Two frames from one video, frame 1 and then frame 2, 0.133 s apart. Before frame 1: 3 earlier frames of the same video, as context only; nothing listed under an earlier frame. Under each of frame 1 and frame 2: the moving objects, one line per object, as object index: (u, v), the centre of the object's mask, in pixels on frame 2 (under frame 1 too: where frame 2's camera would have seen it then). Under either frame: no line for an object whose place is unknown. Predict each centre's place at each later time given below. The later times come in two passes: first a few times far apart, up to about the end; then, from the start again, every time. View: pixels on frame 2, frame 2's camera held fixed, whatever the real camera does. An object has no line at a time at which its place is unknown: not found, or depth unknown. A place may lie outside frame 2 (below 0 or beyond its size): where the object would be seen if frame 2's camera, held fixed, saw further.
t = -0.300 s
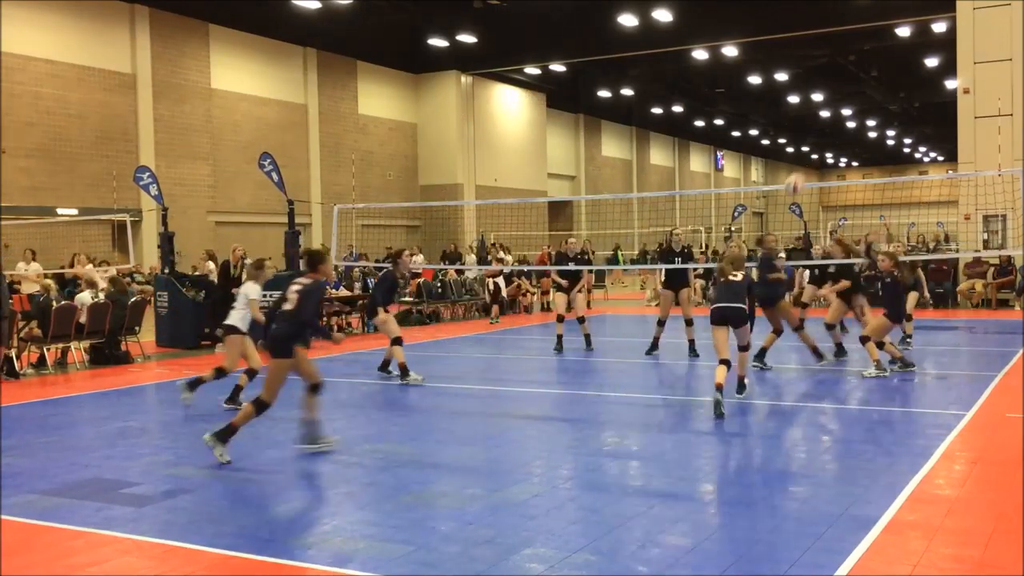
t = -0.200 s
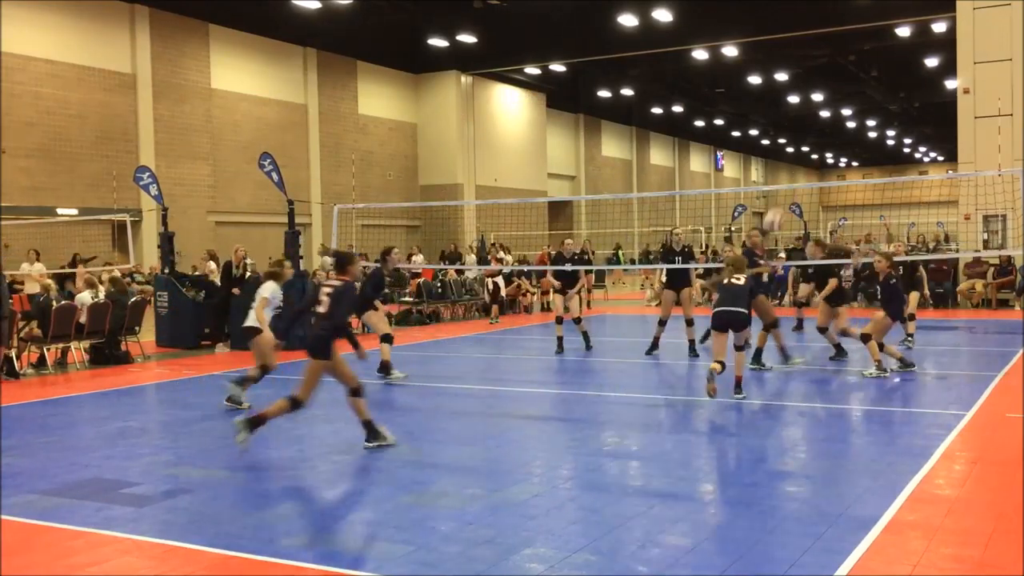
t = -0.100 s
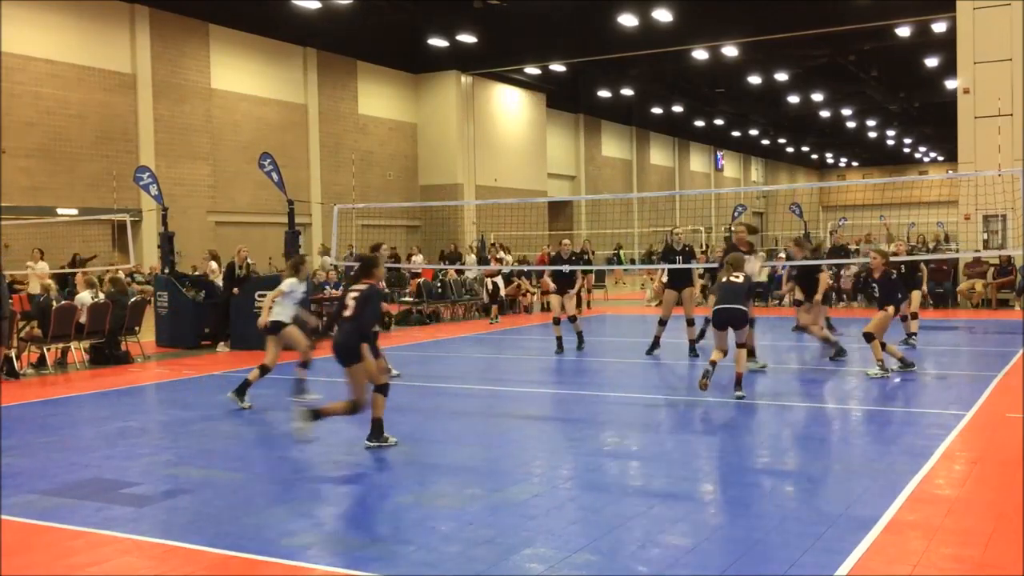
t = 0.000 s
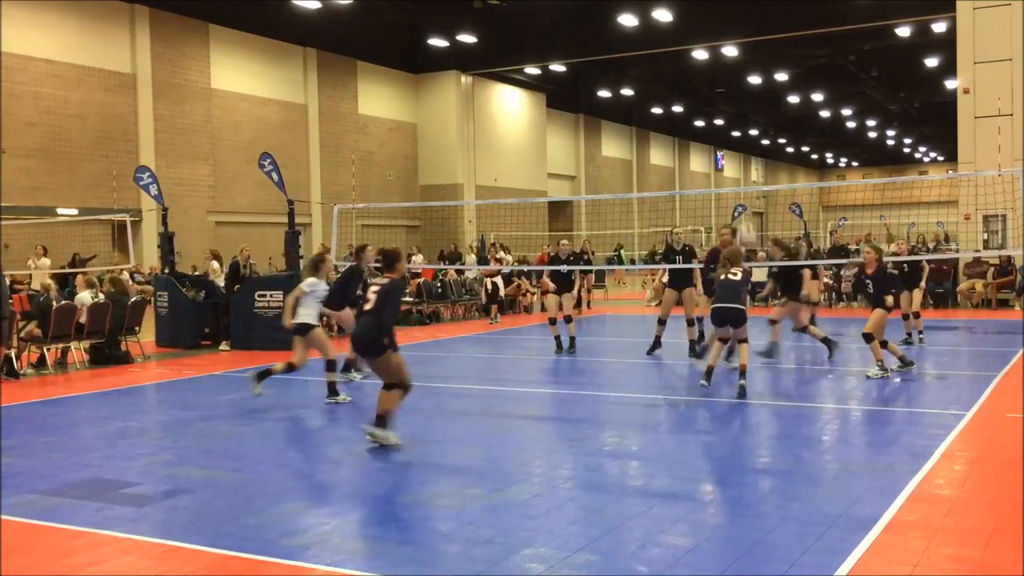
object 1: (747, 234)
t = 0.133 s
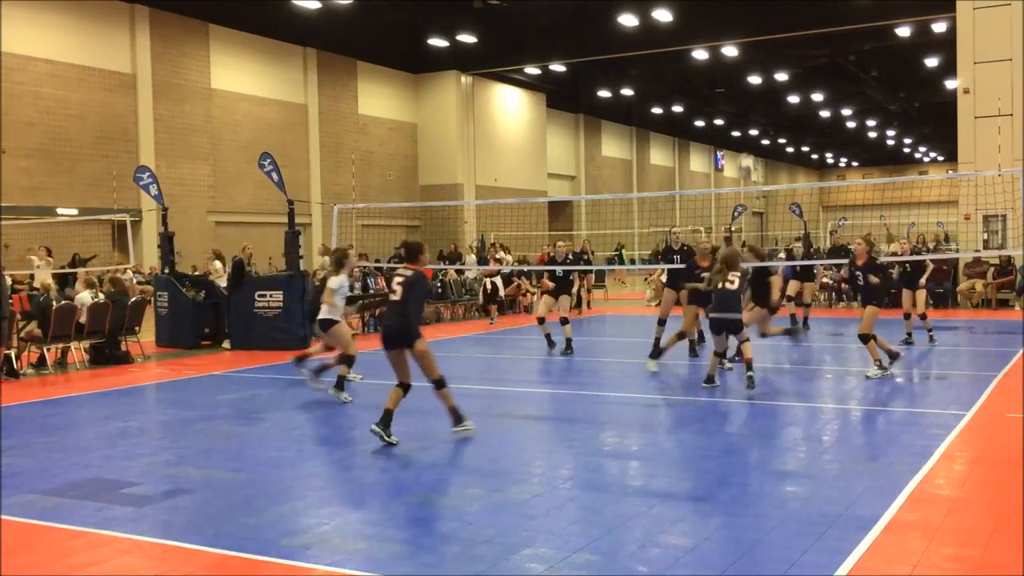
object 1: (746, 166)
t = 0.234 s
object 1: (745, 123)
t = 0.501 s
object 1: (746, 61)
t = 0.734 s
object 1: (747, 58)
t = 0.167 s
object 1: (746, 150)
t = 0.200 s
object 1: (746, 138)
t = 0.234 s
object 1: (745, 123)
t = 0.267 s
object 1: (745, 113)
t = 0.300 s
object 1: (746, 102)
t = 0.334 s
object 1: (745, 93)
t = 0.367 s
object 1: (745, 85)
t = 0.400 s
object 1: (745, 77)
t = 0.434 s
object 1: (745, 69)
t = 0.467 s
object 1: (745, 65)
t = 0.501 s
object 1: (746, 61)
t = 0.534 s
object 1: (746, 57)
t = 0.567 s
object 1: (746, 55)
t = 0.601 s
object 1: (746, 53)
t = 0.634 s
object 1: (747, 53)
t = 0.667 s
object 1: (746, 54)
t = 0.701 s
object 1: (746, 55)
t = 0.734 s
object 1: (747, 58)
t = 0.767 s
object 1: (747, 62)
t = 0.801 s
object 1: (746, 66)
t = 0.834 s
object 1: (747, 72)
